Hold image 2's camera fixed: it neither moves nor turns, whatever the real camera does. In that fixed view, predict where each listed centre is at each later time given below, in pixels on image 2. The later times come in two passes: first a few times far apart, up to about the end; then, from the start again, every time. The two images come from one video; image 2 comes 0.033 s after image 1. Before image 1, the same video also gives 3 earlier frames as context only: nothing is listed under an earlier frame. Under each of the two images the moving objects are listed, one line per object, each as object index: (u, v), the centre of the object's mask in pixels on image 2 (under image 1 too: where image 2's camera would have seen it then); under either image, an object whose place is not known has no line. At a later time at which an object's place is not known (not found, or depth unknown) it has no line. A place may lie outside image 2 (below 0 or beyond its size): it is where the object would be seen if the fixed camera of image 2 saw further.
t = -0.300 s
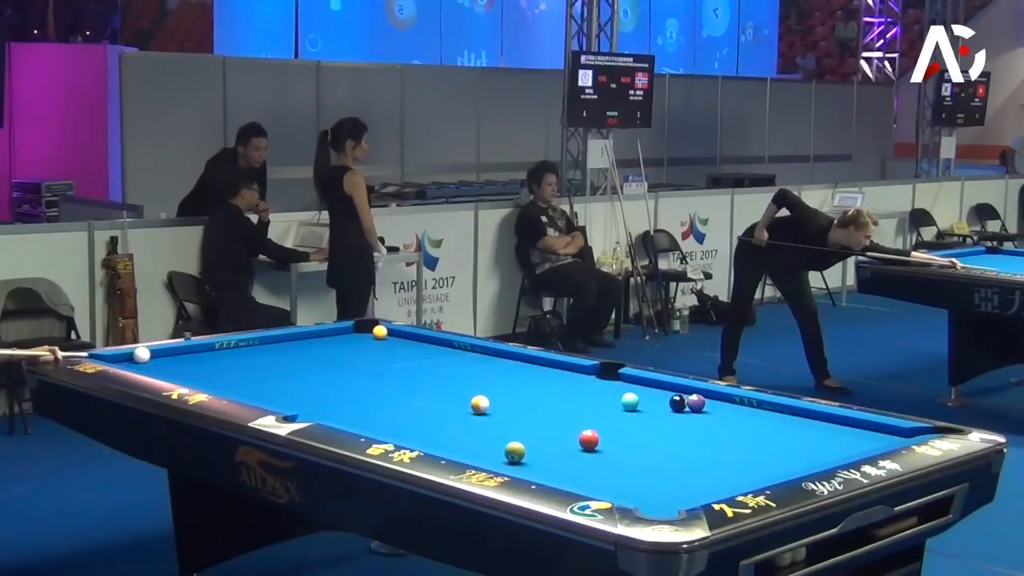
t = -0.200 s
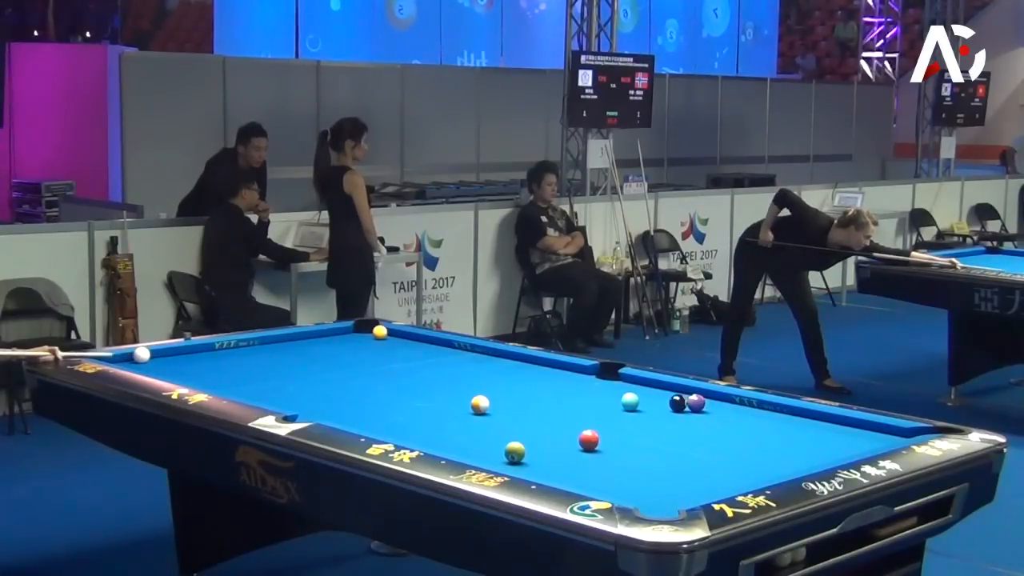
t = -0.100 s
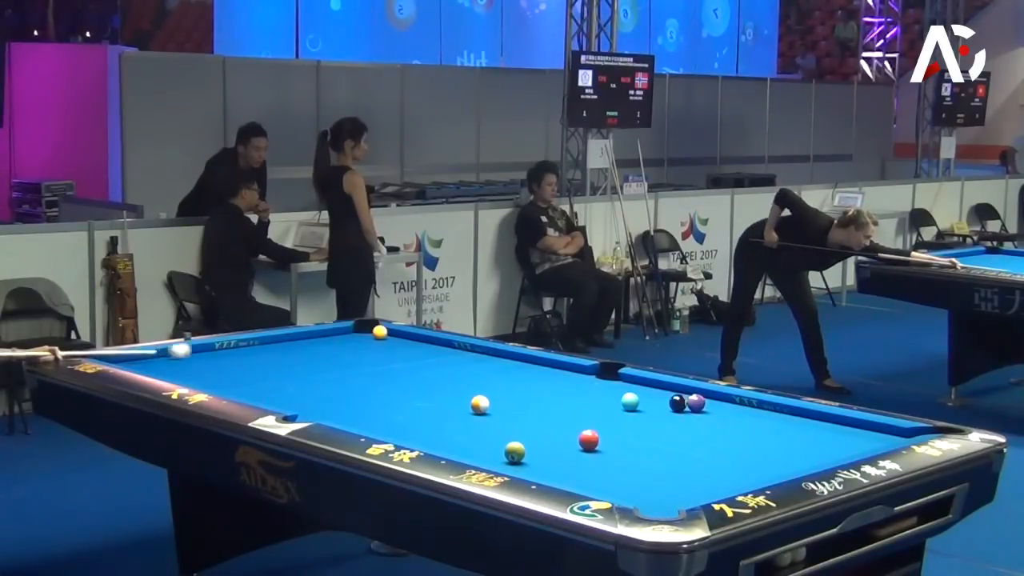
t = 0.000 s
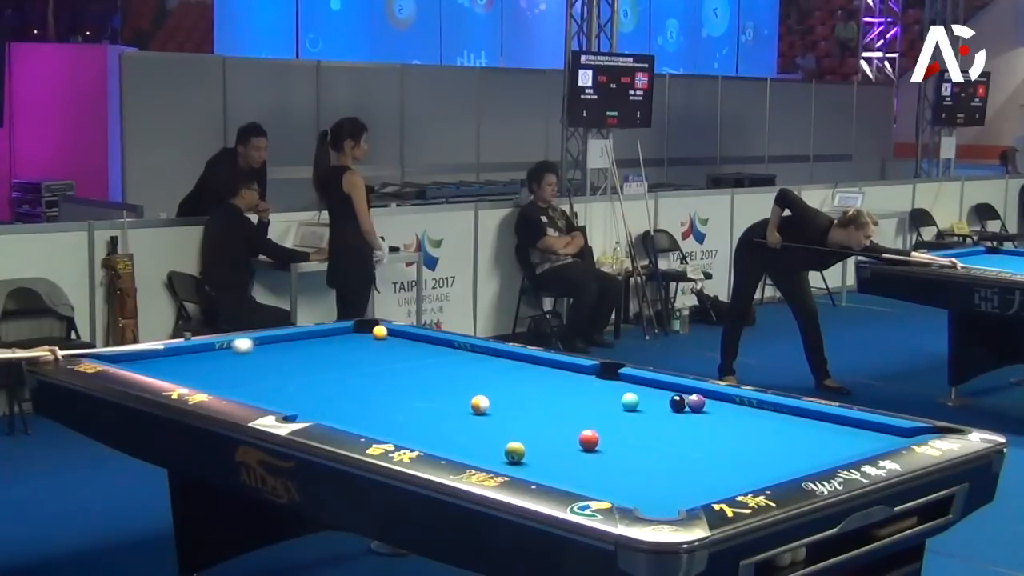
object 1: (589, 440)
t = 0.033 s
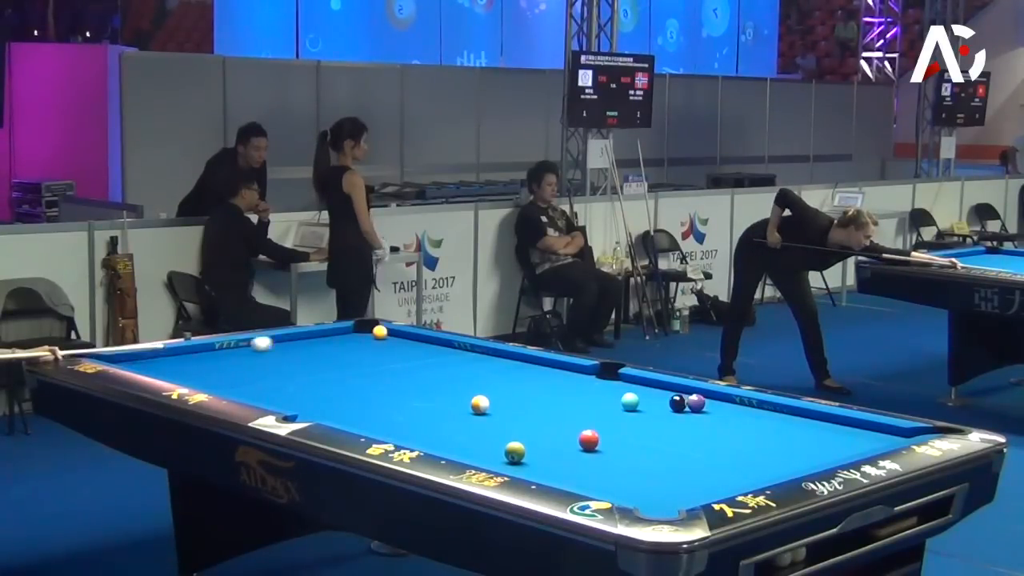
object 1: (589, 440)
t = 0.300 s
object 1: (589, 439)
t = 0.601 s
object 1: (589, 439)
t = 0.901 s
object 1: (589, 439)
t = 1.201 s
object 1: (589, 439)
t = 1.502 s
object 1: (589, 439)
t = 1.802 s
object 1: (589, 439)
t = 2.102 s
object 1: (589, 439)
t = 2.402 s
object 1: (589, 439)
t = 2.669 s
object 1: (589, 440)
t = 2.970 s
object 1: (589, 440)
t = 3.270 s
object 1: (591, 442)
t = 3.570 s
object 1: (601, 450)
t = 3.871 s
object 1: (610, 458)
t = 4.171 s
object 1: (620, 466)
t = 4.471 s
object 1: (631, 473)
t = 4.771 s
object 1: (640, 480)
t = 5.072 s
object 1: (650, 486)
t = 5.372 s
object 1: (659, 492)
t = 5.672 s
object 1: (668, 497)
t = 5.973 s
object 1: (674, 500)
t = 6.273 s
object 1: (674, 502)
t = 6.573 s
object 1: (671, 503)
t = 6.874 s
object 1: (670, 503)
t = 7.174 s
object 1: (671, 502)
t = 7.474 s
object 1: (671, 503)
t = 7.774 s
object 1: (671, 502)
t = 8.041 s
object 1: (671, 502)
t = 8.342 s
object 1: (671, 503)
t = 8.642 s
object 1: (671, 503)
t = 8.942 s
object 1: (671, 503)
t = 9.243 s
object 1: (671, 503)
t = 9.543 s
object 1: (671, 503)
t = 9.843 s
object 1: (671, 503)
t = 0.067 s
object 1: (589, 439)
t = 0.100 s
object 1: (589, 440)
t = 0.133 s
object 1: (589, 440)
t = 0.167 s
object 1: (589, 439)
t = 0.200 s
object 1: (589, 440)
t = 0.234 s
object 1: (589, 439)
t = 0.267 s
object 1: (589, 439)
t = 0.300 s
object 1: (589, 439)
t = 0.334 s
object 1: (589, 439)
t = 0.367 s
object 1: (589, 439)
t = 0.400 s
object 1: (589, 439)
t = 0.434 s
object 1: (589, 439)
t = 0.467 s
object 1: (589, 439)
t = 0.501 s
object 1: (589, 439)
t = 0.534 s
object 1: (588, 439)
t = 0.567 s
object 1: (589, 439)
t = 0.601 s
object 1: (589, 439)
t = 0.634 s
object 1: (589, 439)
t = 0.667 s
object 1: (589, 439)
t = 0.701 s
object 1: (589, 439)
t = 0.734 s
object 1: (589, 439)
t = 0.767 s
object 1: (589, 439)
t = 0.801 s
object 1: (589, 439)
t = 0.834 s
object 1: (589, 439)
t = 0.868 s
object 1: (589, 439)
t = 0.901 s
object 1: (589, 439)
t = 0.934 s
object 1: (589, 439)
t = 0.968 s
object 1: (589, 439)
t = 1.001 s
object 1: (589, 439)
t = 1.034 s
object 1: (589, 439)
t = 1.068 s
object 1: (589, 439)
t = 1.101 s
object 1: (589, 439)
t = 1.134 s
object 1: (589, 439)
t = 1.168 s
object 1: (589, 439)
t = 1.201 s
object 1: (589, 439)
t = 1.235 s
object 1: (589, 439)
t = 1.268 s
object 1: (589, 439)
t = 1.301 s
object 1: (589, 439)
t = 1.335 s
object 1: (589, 439)
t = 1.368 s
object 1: (589, 439)
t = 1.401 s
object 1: (589, 439)
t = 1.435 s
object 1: (588, 439)
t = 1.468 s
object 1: (589, 439)
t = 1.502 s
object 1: (589, 439)
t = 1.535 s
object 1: (589, 439)
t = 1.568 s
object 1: (589, 439)
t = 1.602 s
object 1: (589, 439)
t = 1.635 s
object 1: (589, 439)
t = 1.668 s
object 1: (589, 439)
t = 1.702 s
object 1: (589, 439)
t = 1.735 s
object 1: (589, 439)
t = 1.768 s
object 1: (589, 439)
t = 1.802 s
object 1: (589, 439)
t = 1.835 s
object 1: (589, 439)
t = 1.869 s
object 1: (589, 439)
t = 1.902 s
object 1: (589, 439)
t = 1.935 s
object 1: (589, 439)
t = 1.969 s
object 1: (589, 439)
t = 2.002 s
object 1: (589, 439)
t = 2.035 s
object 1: (589, 439)
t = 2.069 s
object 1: (589, 439)
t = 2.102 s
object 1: (589, 439)
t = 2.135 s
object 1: (589, 439)
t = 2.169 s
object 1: (589, 439)
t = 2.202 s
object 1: (589, 439)
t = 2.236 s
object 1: (589, 439)
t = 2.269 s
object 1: (589, 439)
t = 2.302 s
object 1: (589, 439)
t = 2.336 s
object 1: (589, 439)
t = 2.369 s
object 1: (589, 439)
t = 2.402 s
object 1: (589, 439)
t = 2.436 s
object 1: (588, 439)
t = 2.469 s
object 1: (589, 439)
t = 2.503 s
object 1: (589, 439)
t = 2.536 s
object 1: (589, 439)
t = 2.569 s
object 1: (589, 439)
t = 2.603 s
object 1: (588, 439)
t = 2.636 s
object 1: (589, 440)
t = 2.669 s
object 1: (589, 440)
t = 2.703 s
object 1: (589, 440)
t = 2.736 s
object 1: (589, 439)
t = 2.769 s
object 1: (588, 440)
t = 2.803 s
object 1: (589, 439)
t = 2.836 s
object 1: (589, 439)
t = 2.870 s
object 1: (589, 439)
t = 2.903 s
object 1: (589, 440)
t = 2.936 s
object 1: (589, 440)
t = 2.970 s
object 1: (589, 440)
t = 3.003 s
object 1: (588, 440)
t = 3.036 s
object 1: (589, 440)
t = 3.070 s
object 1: (589, 440)
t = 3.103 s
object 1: (589, 440)
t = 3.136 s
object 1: (589, 441)
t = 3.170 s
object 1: (589, 440)
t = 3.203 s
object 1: (589, 440)
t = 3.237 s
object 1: (590, 441)
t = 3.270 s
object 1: (591, 442)
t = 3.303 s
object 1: (592, 443)
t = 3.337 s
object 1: (593, 444)
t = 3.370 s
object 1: (594, 445)
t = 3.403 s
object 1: (595, 446)
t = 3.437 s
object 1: (596, 446)
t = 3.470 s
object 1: (597, 447)
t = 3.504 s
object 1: (598, 448)
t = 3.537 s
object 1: (599, 448)
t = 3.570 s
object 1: (601, 450)
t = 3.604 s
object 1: (602, 451)
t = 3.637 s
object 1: (603, 452)
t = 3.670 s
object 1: (604, 452)
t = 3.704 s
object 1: (605, 453)
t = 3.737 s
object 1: (606, 454)
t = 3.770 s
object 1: (607, 455)
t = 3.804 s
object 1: (608, 456)
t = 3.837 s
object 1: (609, 457)
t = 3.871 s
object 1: (610, 458)
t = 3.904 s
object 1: (612, 459)
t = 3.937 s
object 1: (613, 460)
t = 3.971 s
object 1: (614, 461)
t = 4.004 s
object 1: (615, 462)
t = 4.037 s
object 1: (616, 463)
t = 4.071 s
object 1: (617, 464)
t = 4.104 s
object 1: (618, 464)
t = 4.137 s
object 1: (619, 465)
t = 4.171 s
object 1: (620, 466)
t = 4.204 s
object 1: (621, 466)
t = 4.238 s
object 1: (622, 467)
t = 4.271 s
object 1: (624, 468)
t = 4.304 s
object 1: (625, 469)
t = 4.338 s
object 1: (626, 470)
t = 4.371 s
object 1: (627, 471)
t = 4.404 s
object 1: (628, 472)
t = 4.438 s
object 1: (630, 472)
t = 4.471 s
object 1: (631, 473)
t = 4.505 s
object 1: (632, 474)
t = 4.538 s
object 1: (633, 474)
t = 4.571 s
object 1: (634, 475)
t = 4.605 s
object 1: (635, 476)
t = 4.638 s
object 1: (636, 477)
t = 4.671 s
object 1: (637, 478)
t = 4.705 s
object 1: (638, 479)
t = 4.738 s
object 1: (639, 479)
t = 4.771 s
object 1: (640, 480)
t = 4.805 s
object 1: (641, 481)
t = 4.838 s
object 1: (642, 481)
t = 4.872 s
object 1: (643, 482)
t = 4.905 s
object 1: (644, 483)
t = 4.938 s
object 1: (646, 483)
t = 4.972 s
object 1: (647, 484)
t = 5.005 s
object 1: (648, 485)
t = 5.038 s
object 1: (649, 486)
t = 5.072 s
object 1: (650, 486)
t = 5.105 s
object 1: (651, 487)
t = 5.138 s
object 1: (652, 488)
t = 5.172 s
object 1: (653, 488)
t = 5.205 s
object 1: (654, 489)
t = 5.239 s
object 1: (655, 490)
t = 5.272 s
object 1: (656, 490)
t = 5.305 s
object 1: (657, 490)
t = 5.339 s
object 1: (658, 491)
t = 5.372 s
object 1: (659, 492)
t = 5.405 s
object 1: (660, 492)
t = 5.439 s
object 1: (661, 493)
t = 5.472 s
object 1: (662, 494)
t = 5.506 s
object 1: (663, 494)
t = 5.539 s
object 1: (664, 495)
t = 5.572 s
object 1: (665, 496)
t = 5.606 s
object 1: (666, 496)
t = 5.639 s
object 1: (666, 497)
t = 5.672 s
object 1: (668, 497)
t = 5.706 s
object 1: (668, 498)
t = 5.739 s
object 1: (669, 498)
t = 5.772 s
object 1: (670, 499)
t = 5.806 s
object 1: (671, 499)
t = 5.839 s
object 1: (672, 500)
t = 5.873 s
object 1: (672, 500)
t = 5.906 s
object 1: (673, 501)
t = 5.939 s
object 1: (674, 501)
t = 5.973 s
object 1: (674, 500)
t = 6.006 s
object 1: (675, 501)
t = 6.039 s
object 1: (676, 501)
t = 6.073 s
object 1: (676, 501)
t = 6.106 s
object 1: (677, 501)
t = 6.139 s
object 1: (676, 501)
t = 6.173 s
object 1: (676, 501)
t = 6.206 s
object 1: (675, 502)
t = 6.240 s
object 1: (674, 502)
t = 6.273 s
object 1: (674, 502)
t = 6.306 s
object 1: (674, 502)
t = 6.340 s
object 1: (673, 502)
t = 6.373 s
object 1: (673, 502)
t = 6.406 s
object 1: (672, 502)
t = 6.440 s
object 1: (672, 503)
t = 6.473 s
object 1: (672, 503)
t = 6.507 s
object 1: (671, 503)
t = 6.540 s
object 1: (671, 503)
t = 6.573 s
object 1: (671, 503)
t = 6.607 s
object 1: (671, 503)
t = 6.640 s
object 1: (671, 503)
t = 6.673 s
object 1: (670, 503)
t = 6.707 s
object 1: (670, 503)
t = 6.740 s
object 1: (670, 503)
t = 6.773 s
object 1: (670, 503)
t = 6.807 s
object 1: (670, 503)
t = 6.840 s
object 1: (670, 503)
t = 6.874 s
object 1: (670, 503)
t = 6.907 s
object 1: (670, 503)
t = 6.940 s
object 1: (671, 503)
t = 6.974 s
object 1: (671, 503)
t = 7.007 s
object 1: (671, 502)
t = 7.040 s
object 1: (671, 503)
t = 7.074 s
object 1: (671, 503)
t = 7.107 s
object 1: (671, 503)
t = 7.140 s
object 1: (671, 503)
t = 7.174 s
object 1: (671, 502)
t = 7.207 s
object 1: (671, 502)
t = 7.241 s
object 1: (671, 502)
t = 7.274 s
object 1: (671, 502)
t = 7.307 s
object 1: (671, 502)
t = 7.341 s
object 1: (671, 502)
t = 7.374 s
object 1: (671, 502)
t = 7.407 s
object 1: (671, 502)
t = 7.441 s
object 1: (671, 503)
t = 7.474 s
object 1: (671, 503)
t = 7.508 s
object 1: (671, 503)
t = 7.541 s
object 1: (671, 502)
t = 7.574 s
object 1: (671, 502)
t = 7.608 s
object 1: (671, 502)
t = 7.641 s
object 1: (671, 502)
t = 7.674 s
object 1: (671, 502)
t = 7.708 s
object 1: (671, 502)
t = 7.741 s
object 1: (671, 502)
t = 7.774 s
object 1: (671, 502)
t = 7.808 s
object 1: (671, 502)
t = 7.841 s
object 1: (671, 502)
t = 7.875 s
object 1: (671, 502)
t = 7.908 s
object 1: (671, 502)
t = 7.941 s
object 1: (671, 502)
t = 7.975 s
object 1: (671, 502)
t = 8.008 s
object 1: (671, 502)
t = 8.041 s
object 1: (671, 502)
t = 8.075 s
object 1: (671, 502)
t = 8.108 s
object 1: (671, 502)
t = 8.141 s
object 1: (671, 502)
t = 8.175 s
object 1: (671, 502)
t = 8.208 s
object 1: (671, 502)
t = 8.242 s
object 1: (671, 502)
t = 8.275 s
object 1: (671, 503)
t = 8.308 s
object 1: (671, 502)
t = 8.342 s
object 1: (671, 503)
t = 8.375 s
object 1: (671, 503)
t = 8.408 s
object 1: (671, 503)
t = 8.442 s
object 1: (671, 503)
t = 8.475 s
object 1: (671, 503)
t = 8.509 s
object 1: (671, 503)
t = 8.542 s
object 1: (671, 503)
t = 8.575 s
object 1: (671, 503)
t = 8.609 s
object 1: (671, 503)
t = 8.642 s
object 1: (671, 503)
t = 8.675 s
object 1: (671, 503)
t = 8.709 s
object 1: (671, 503)
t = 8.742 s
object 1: (671, 503)
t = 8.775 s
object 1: (671, 503)
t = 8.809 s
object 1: (671, 503)
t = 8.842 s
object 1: (671, 503)
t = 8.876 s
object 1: (671, 503)
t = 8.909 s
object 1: (671, 503)
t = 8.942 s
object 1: (671, 503)
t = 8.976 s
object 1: (671, 503)
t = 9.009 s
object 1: (671, 503)
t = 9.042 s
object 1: (671, 503)
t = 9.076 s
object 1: (671, 503)
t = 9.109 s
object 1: (671, 503)
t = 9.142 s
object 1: (671, 503)
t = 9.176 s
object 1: (671, 503)
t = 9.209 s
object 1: (671, 503)
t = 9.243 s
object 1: (671, 503)
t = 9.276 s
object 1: (671, 503)
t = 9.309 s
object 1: (671, 503)
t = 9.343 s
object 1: (671, 503)
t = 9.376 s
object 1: (671, 503)
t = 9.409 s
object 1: (671, 503)
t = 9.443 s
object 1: (671, 503)
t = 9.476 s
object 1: (671, 503)
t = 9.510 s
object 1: (671, 503)
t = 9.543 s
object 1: (671, 503)
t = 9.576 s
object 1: (671, 503)
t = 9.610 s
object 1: (671, 503)
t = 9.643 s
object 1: (671, 503)
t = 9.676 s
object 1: (671, 503)
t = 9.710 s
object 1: (671, 503)
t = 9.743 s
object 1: (671, 503)
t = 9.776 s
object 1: (671, 503)
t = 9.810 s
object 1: (671, 503)
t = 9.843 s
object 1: (671, 503)
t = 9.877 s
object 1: (671, 503)
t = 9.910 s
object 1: (671, 503)
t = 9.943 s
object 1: (671, 503)
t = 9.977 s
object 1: (671, 503)
